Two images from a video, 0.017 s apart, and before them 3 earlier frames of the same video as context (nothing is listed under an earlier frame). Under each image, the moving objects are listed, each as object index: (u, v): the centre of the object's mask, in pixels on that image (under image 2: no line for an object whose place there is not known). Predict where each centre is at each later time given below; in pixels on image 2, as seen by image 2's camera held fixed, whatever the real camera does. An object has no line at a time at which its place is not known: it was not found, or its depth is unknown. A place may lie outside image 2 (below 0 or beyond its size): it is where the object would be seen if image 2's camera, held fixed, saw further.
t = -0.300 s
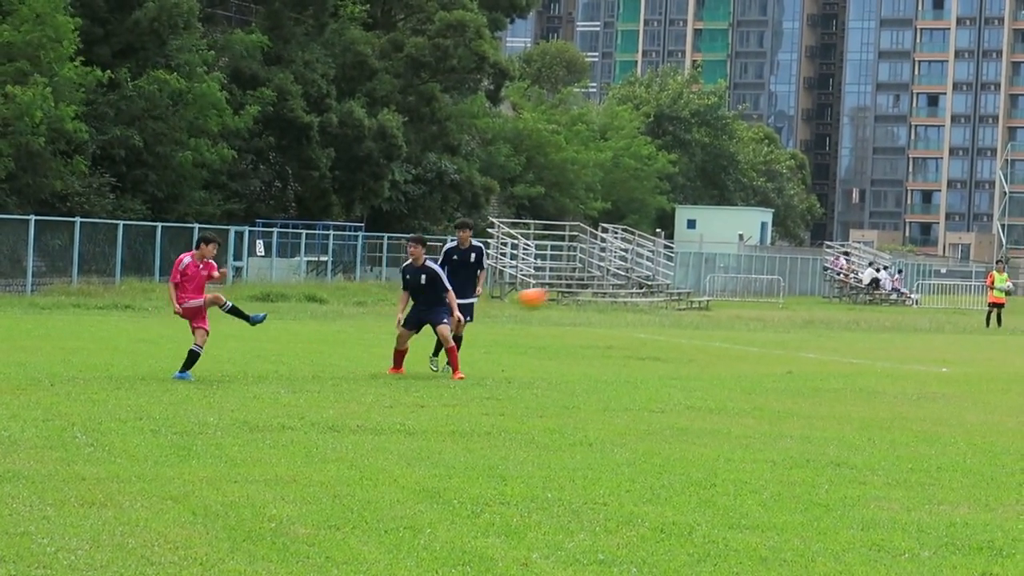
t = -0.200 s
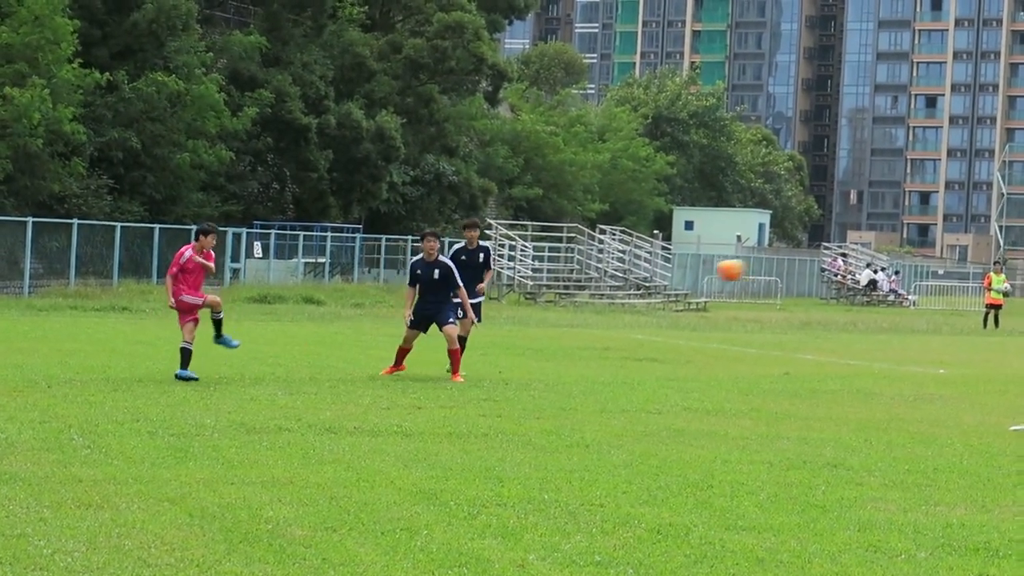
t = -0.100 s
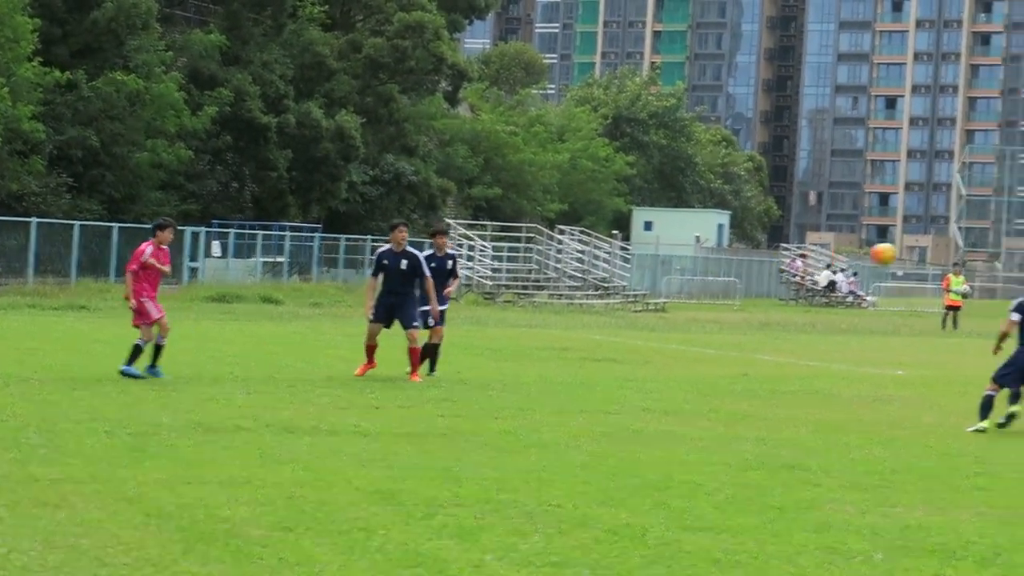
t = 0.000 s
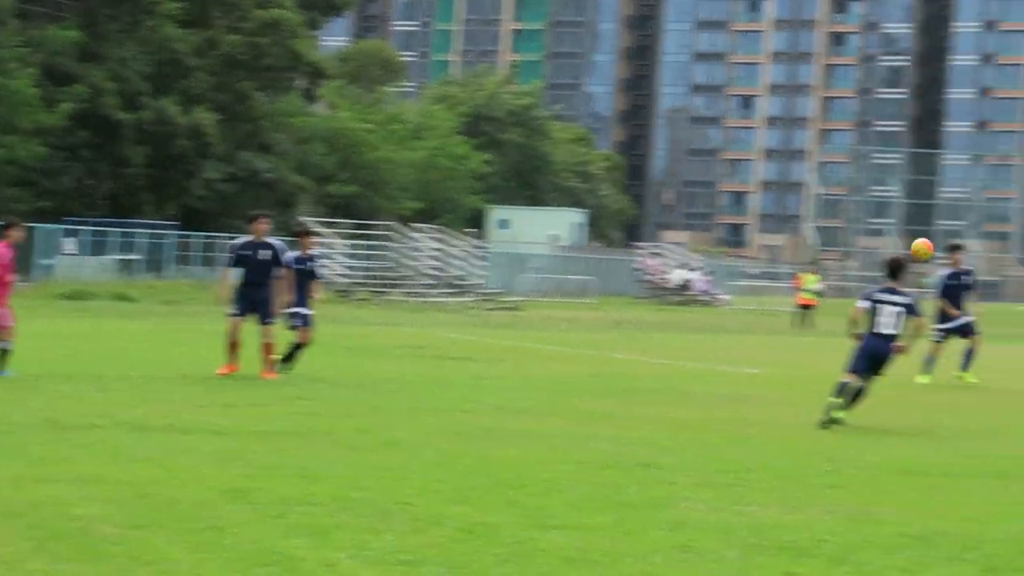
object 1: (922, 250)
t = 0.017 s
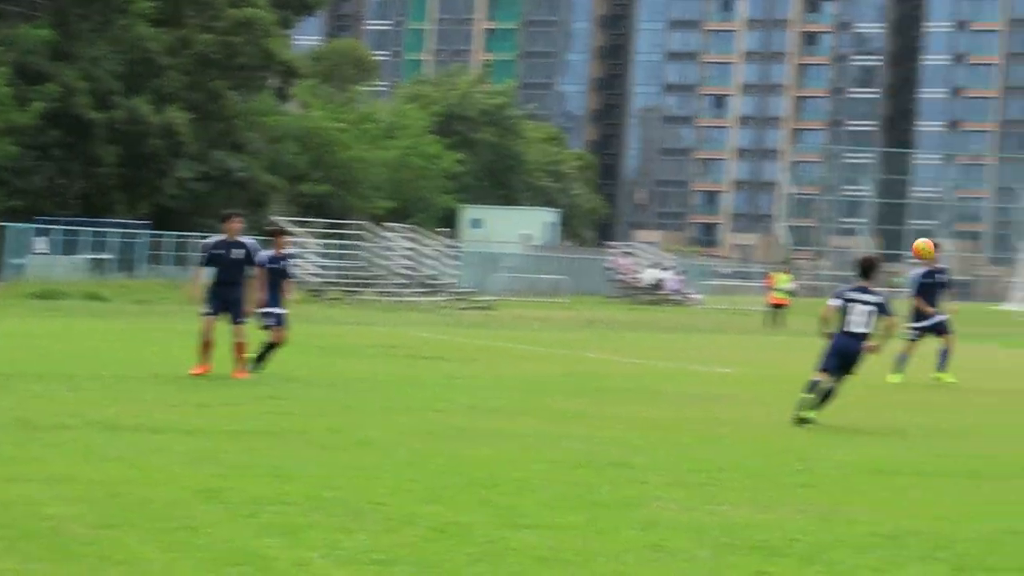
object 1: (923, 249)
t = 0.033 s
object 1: (954, 249)
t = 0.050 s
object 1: (984, 249)
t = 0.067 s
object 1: (1015, 250)
